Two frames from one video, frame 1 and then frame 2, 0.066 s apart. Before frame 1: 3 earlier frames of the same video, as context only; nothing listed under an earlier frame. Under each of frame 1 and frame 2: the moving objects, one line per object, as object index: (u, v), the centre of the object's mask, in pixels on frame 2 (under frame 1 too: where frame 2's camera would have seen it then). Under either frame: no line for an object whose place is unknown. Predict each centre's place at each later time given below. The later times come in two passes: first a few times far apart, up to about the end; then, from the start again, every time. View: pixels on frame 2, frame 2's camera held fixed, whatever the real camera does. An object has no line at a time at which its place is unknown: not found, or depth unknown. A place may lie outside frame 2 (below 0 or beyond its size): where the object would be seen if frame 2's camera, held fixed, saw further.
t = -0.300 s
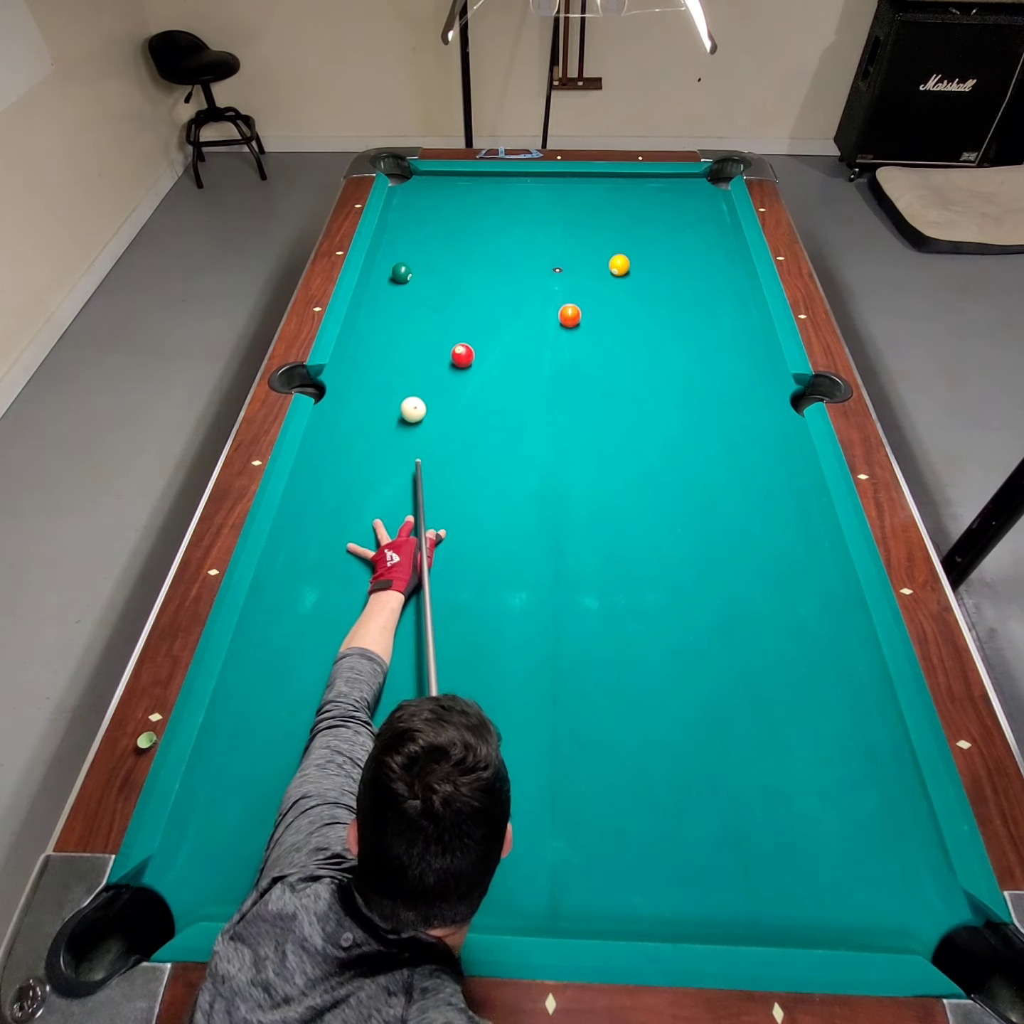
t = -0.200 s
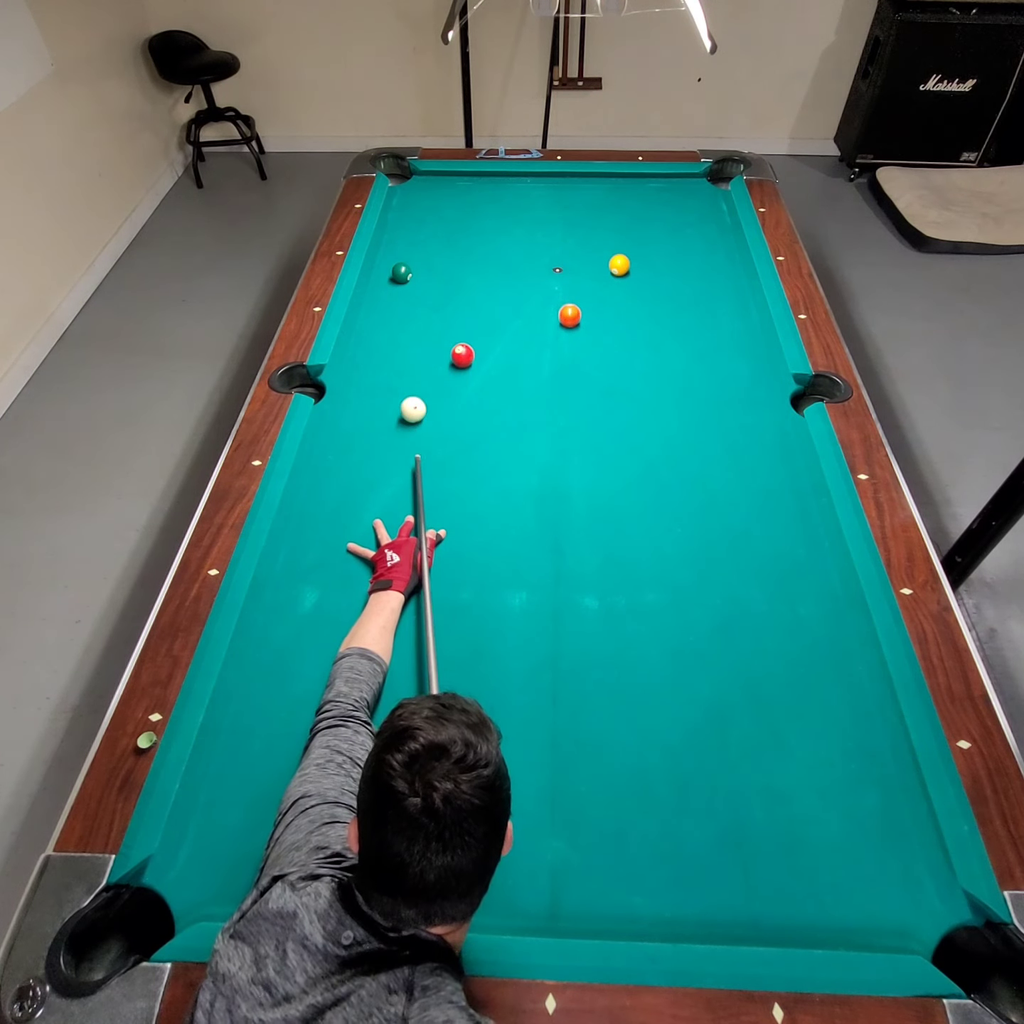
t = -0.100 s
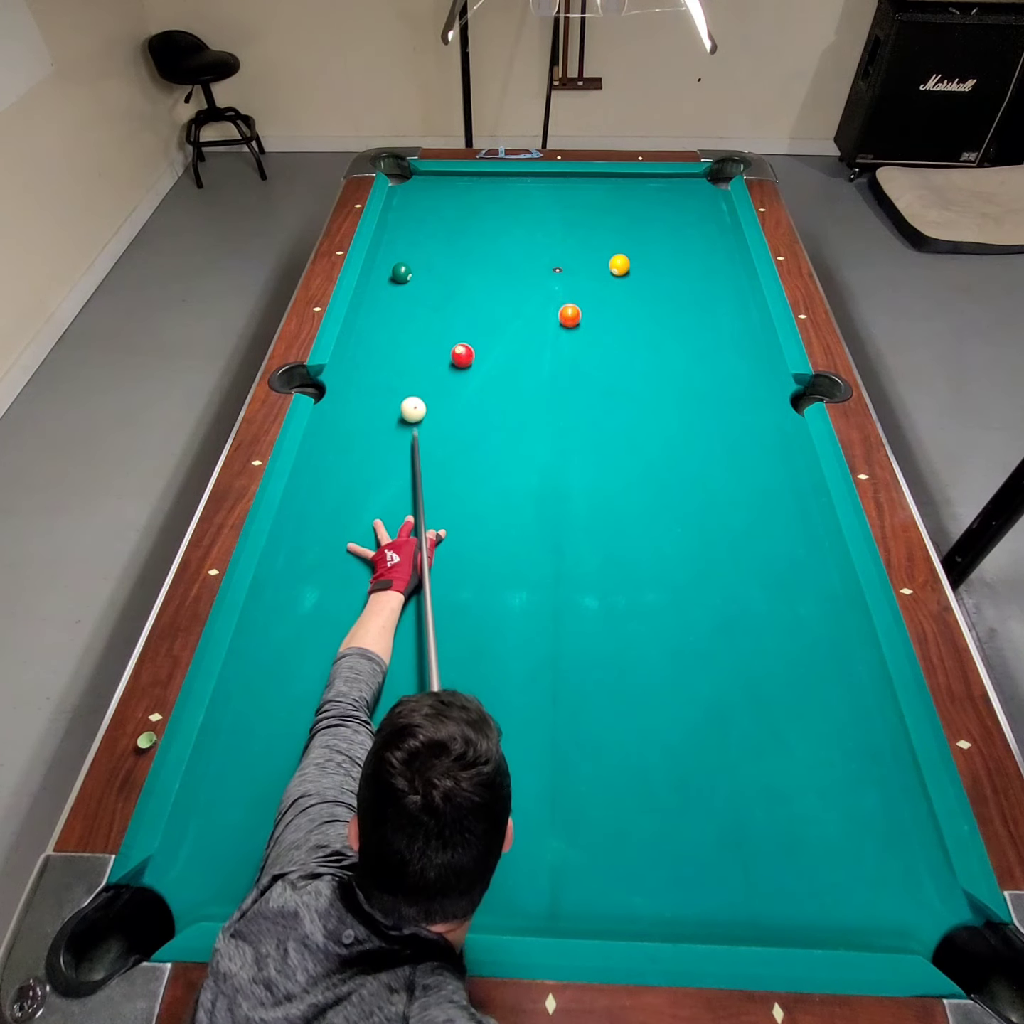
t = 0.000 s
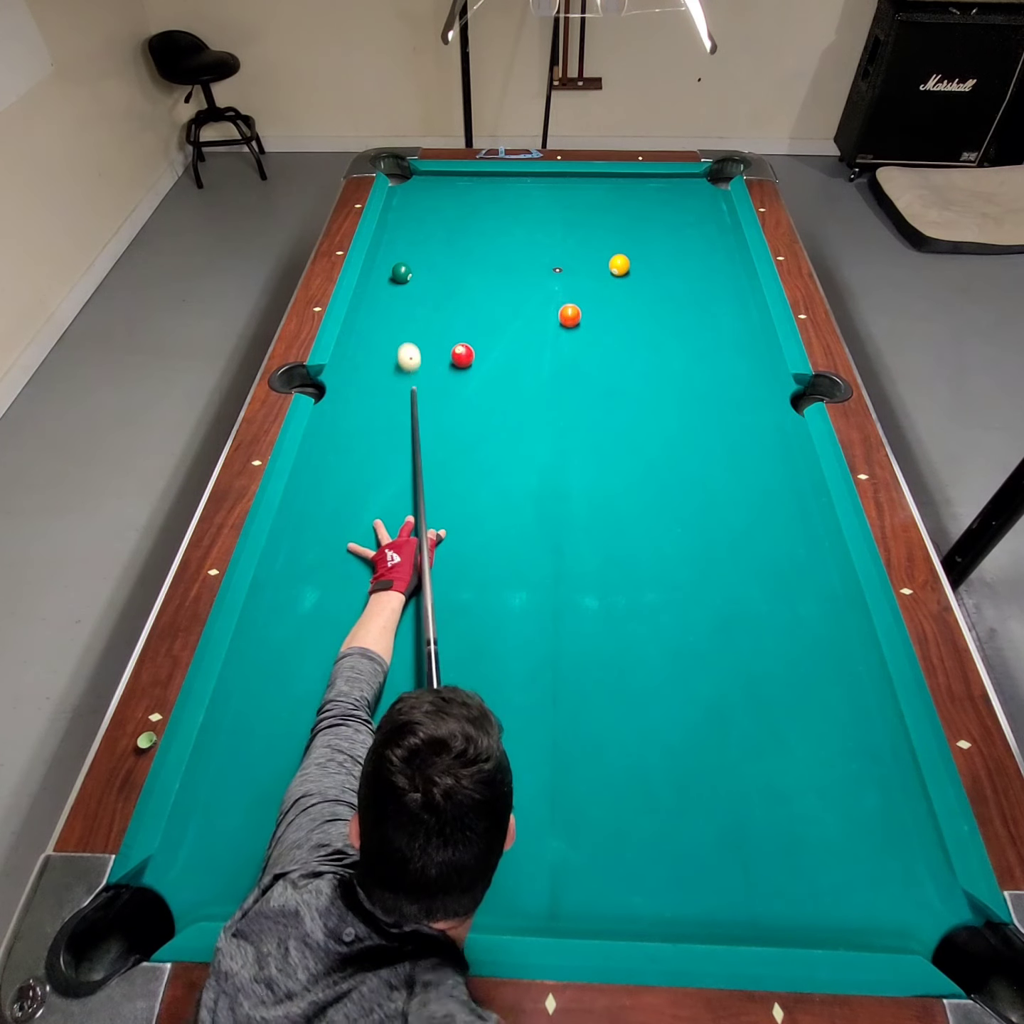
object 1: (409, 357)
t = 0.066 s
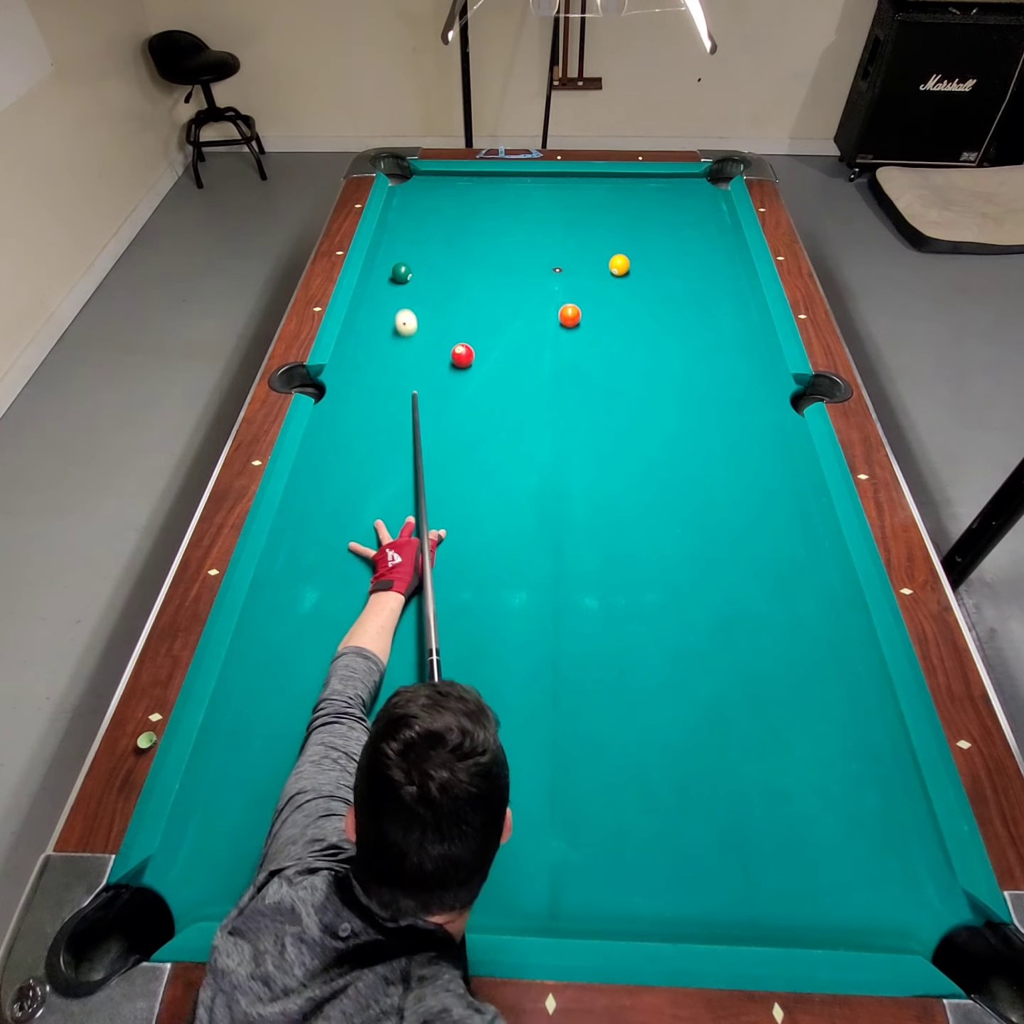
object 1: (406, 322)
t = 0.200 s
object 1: (402, 283)
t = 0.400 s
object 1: (402, 284)
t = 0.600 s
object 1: (402, 284)
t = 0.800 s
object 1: (402, 284)
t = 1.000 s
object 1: (402, 284)
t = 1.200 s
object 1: (402, 284)
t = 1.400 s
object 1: (402, 284)
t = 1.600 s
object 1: (402, 284)
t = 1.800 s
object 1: (402, 284)
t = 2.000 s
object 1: (402, 284)
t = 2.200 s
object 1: (402, 284)
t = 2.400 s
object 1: (402, 284)
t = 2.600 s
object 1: (402, 284)
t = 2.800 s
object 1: (402, 284)
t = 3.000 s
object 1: (402, 284)
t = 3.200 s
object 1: (402, 284)
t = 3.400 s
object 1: (402, 284)
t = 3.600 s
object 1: (402, 284)
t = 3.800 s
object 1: (402, 284)
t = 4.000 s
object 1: (402, 284)
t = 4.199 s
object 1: (402, 284)
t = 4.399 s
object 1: (402, 284)
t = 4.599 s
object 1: (402, 284)
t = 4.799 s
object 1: (402, 284)
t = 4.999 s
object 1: (402, 284)
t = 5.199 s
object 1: (402, 284)
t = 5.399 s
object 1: (402, 284)
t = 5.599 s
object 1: (402, 284)
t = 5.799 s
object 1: (402, 284)
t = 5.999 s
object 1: (402, 284)
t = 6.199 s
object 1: (402, 284)
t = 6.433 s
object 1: (402, 284)
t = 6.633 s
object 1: (402, 284)
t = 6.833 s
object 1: (402, 284)
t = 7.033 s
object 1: (402, 284)
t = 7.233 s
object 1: (402, 284)
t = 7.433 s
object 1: (402, 284)
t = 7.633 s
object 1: (402, 284)
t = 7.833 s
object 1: (402, 284)
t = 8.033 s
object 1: (402, 284)
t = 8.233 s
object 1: (402, 284)
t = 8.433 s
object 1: (402, 284)
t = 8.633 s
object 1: (402, 284)
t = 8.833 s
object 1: (402, 284)
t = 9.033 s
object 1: (402, 284)
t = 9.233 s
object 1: (402, 284)
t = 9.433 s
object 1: (402, 284)
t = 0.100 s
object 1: (405, 307)
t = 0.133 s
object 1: (403, 294)
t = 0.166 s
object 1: (402, 283)
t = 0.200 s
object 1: (402, 283)
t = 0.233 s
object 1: (402, 283)
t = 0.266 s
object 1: (402, 283)
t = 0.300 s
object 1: (402, 283)
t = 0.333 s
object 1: (402, 284)
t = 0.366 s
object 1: (402, 284)
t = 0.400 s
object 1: (402, 284)
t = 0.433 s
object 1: (402, 284)
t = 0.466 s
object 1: (402, 284)
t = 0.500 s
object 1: (402, 284)
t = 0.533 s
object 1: (402, 284)
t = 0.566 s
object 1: (402, 284)
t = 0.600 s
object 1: (402, 284)
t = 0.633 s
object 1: (402, 284)
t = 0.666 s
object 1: (402, 284)
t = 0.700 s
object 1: (402, 284)
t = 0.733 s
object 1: (402, 284)
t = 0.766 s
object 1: (402, 284)
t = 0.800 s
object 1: (402, 284)
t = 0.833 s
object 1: (402, 284)
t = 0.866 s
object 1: (402, 284)
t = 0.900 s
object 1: (402, 284)
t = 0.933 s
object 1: (402, 284)
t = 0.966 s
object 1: (402, 284)
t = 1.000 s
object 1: (402, 284)
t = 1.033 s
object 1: (402, 284)
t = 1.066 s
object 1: (402, 284)
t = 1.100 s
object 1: (402, 284)
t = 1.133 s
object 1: (402, 284)
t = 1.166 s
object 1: (402, 284)
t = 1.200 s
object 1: (402, 284)
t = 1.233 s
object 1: (402, 284)
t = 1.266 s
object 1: (402, 284)
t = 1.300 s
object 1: (402, 284)
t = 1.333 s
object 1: (402, 284)
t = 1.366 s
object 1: (402, 284)
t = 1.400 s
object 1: (402, 284)
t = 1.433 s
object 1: (402, 284)
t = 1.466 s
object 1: (402, 284)
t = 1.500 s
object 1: (402, 284)
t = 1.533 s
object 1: (402, 284)
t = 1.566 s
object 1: (402, 284)
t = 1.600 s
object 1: (402, 284)
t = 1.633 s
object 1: (402, 284)
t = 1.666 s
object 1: (402, 284)
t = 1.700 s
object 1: (402, 284)
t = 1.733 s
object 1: (402, 284)
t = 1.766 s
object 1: (402, 284)
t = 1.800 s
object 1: (402, 284)
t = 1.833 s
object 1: (402, 284)
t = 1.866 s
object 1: (402, 284)
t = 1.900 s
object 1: (402, 284)
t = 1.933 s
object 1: (402, 284)
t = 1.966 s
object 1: (402, 284)
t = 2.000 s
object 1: (402, 284)
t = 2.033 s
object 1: (402, 284)
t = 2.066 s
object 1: (402, 284)
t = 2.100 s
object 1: (402, 284)
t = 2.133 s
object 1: (402, 284)
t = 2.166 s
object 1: (402, 284)
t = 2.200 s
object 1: (402, 284)
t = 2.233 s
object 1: (402, 284)
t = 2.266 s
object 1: (402, 284)
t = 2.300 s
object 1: (402, 284)
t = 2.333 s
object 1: (402, 284)
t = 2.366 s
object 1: (402, 284)
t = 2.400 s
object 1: (402, 284)
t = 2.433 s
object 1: (402, 284)
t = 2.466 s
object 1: (402, 284)
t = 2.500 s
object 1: (402, 284)
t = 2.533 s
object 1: (402, 284)
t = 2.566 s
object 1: (402, 284)
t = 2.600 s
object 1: (402, 284)
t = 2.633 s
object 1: (402, 284)
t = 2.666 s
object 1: (402, 284)
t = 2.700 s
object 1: (402, 284)
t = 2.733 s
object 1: (402, 284)
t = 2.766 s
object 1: (402, 284)
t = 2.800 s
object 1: (402, 284)
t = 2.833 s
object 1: (402, 284)
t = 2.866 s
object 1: (402, 284)
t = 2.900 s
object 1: (402, 284)
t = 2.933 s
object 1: (402, 284)
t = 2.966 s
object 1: (402, 284)
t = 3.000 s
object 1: (402, 284)
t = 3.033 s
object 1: (402, 284)
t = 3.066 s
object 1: (402, 284)
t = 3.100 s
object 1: (402, 284)
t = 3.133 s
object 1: (402, 284)
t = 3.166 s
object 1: (402, 284)
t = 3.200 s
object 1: (402, 284)
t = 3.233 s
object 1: (402, 284)
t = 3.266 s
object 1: (402, 284)
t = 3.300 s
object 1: (402, 284)
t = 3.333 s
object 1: (402, 284)
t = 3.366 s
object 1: (402, 284)
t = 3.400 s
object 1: (402, 284)
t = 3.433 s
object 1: (402, 284)
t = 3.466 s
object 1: (402, 284)
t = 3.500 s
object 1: (402, 284)
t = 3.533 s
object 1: (402, 284)
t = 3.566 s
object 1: (402, 284)
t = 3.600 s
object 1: (402, 284)
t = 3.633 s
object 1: (402, 284)
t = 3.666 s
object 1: (402, 284)
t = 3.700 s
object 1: (402, 284)
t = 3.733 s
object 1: (402, 284)
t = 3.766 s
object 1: (402, 284)
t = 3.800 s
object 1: (402, 284)
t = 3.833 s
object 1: (402, 284)
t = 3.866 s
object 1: (402, 284)
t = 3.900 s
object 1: (402, 284)
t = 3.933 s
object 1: (402, 284)
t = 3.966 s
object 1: (402, 284)
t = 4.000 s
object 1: (402, 284)
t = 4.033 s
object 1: (402, 284)
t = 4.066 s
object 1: (402, 284)
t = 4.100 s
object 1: (402, 284)
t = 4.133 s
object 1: (402, 284)
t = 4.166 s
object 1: (402, 284)
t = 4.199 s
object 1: (402, 284)
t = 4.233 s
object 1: (402, 284)
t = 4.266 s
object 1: (402, 284)
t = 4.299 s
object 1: (402, 284)
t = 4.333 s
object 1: (402, 284)
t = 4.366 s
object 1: (402, 284)
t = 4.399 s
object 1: (402, 284)
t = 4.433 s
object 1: (402, 284)
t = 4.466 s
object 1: (402, 284)
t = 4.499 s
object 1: (402, 284)
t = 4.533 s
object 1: (402, 284)
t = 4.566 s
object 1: (402, 284)
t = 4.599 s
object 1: (402, 284)
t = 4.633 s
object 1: (402, 284)
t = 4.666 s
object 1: (402, 284)
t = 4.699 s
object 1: (402, 284)
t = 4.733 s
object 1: (402, 284)
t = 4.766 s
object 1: (402, 284)
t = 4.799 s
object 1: (402, 284)
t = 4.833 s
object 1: (402, 284)
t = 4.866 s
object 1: (402, 284)
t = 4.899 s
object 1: (402, 284)
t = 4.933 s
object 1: (402, 284)
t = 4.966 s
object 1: (402, 284)
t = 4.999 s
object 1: (402, 284)
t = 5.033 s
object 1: (402, 284)
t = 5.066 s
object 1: (402, 284)
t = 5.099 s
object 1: (402, 284)
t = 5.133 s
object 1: (402, 284)
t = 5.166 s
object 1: (402, 284)
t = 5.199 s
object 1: (402, 284)
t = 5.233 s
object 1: (402, 284)
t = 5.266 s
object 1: (402, 284)
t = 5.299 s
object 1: (402, 284)
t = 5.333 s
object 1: (402, 284)
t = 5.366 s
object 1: (402, 284)
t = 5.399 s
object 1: (402, 284)
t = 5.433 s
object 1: (402, 284)
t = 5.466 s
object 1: (402, 284)
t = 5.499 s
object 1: (402, 284)
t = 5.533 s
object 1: (402, 284)
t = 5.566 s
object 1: (402, 284)
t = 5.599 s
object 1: (402, 284)
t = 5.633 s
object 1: (402, 284)
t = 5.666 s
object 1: (402, 284)
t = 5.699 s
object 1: (402, 284)
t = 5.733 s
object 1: (402, 284)
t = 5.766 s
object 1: (402, 284)
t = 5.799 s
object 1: (402, 284)
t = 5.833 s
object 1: (402, 284)
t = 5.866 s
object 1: (402, 284)
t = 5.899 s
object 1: (402, 284)
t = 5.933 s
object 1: (402, 284)
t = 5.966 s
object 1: (402, 284)
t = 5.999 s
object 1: (402, 284)
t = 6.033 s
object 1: (402, 284)
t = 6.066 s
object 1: (402, 284)
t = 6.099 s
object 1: (402, 284)
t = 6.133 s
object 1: (402, 284)
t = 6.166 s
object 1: (402, 284)
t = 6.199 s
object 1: (402, 284)
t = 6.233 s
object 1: (402, 284)
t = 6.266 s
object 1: (402, 284)
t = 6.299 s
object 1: (402, 284)
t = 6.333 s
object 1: (402, 284)
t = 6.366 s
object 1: (402, 284)
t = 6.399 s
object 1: (402, 284)
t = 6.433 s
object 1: (402, 284)
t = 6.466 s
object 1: (402, 284)
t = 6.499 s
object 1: (402, 284)
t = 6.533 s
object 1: (402, 284)
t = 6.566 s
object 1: (402, 284)
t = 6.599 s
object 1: (402, 284)
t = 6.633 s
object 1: (402, 284)
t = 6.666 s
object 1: (402, 284)
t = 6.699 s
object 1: (402, 284)
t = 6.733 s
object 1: (402, 284)
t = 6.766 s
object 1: (402, 284)
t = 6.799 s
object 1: (402, 284)
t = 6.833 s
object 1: (402, 284)
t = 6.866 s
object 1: (402, 284)
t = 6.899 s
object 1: (402, 284)
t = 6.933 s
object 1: (402, 284)
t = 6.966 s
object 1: (402, 284)
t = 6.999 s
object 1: (402, 284)
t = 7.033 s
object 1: (402, 284)
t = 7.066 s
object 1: (402, 284)
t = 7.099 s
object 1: (402, 284)
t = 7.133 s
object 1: (402, 284)
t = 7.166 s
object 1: (402, 284)
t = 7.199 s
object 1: (402, 284)
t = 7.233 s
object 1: (402, 284)
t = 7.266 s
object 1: (402, 284)
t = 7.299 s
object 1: (402, 284)
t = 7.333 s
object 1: (402, 284)
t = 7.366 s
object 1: (402, 284)
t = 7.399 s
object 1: (402, 284)
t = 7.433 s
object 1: (402, 284)
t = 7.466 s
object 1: (402, 284)
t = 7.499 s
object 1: (402, 284)
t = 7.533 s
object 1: (402, 284)
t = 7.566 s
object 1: (402, 284)
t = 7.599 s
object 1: (402, 284)
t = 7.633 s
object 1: (402, 284)
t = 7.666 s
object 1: (402, 284)
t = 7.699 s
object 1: (402, 284)
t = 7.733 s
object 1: (402, 284)
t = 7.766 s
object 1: (402, 284)
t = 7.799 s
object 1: (402, 284)
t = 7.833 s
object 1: (402, 284)
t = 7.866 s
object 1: (402, 284)
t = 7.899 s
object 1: (402, 284)
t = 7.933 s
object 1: (402, 284)
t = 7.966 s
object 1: (402, 284)
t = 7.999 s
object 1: (402, 284)
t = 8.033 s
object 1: (402, 284)
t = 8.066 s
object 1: (402, 284)
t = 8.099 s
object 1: (402, 284)
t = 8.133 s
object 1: (402, 284)
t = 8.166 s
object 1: (402, 284)
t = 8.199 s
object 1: (402, 284)
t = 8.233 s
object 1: (402, 284)
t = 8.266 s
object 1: (402, 284)
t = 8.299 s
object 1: (402, 284)
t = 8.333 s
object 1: (402, 284)
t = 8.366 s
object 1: (402, 284)
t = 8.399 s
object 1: (402, 284)
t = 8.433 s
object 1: (402, 284)
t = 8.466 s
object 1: (402, 284)
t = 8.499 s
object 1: (402, 284)
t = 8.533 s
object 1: (402, 284)
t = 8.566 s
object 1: (402, 284)
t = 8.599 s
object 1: (402, 284)
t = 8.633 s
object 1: (402, 284)
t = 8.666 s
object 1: (402, 284)
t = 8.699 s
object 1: (402, 284)
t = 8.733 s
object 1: (402, 284)
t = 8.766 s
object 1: (402, 284)
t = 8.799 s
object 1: (402, 284)
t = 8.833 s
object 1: (402, 284)
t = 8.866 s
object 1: (402, 284)
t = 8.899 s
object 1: (402, 284)
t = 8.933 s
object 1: (402, 284)
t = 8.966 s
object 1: (402, 284)
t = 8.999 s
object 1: (402, 284)
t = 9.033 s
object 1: (402, 284)
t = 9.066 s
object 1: (402, 284)
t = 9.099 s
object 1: (402, 284)
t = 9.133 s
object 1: (402, 284)
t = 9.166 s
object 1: (402, 284)
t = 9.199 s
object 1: (402, 284)
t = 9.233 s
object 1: (402, 284)
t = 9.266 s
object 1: (402, 284)
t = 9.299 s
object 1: (402, 284)
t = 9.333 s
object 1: (402, 284)
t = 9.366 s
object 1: (402, 284)
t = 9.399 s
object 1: (402, 284)
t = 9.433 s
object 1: (402, 284)
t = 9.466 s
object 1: (402, 284)
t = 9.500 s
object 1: (402, 284)
